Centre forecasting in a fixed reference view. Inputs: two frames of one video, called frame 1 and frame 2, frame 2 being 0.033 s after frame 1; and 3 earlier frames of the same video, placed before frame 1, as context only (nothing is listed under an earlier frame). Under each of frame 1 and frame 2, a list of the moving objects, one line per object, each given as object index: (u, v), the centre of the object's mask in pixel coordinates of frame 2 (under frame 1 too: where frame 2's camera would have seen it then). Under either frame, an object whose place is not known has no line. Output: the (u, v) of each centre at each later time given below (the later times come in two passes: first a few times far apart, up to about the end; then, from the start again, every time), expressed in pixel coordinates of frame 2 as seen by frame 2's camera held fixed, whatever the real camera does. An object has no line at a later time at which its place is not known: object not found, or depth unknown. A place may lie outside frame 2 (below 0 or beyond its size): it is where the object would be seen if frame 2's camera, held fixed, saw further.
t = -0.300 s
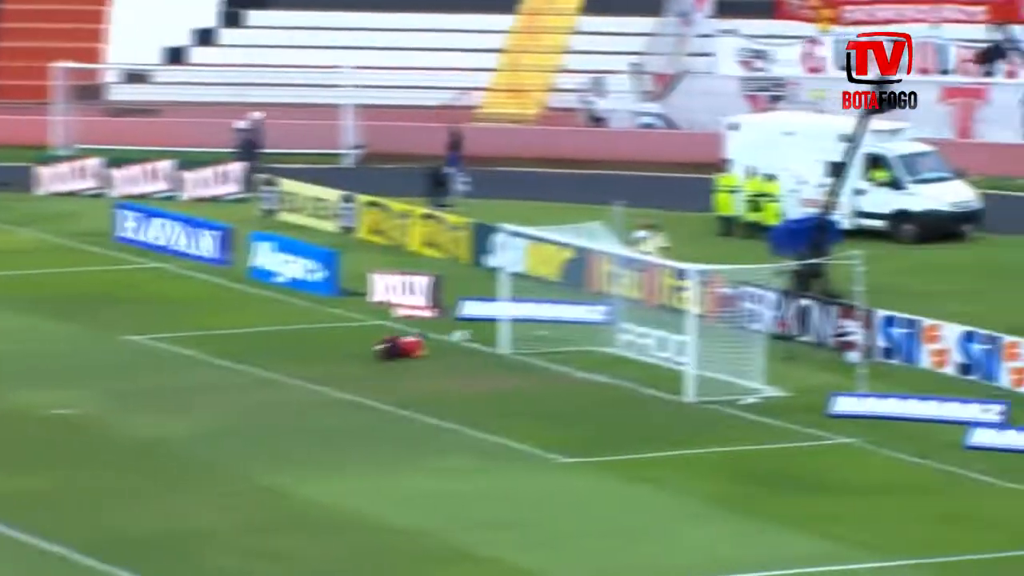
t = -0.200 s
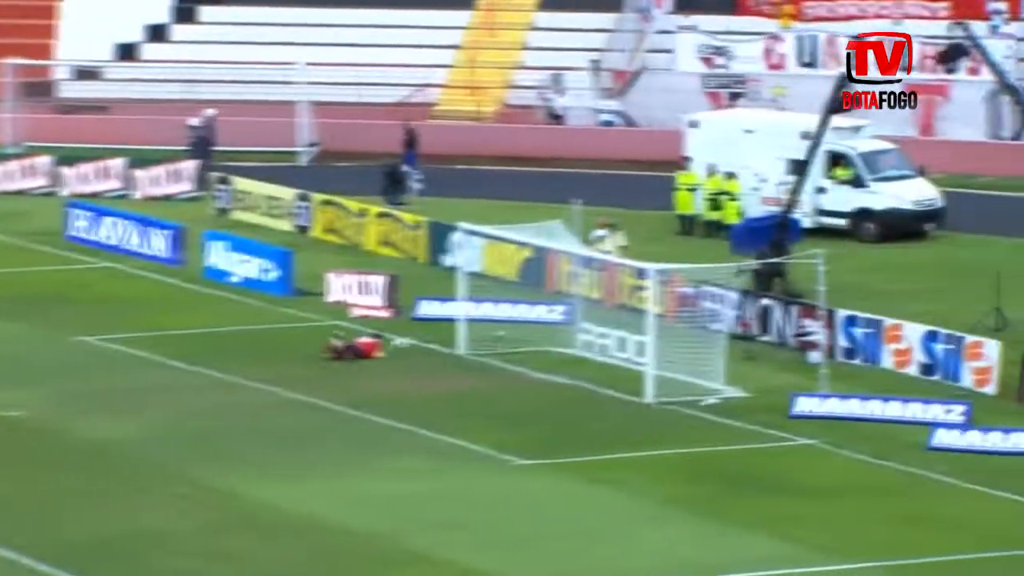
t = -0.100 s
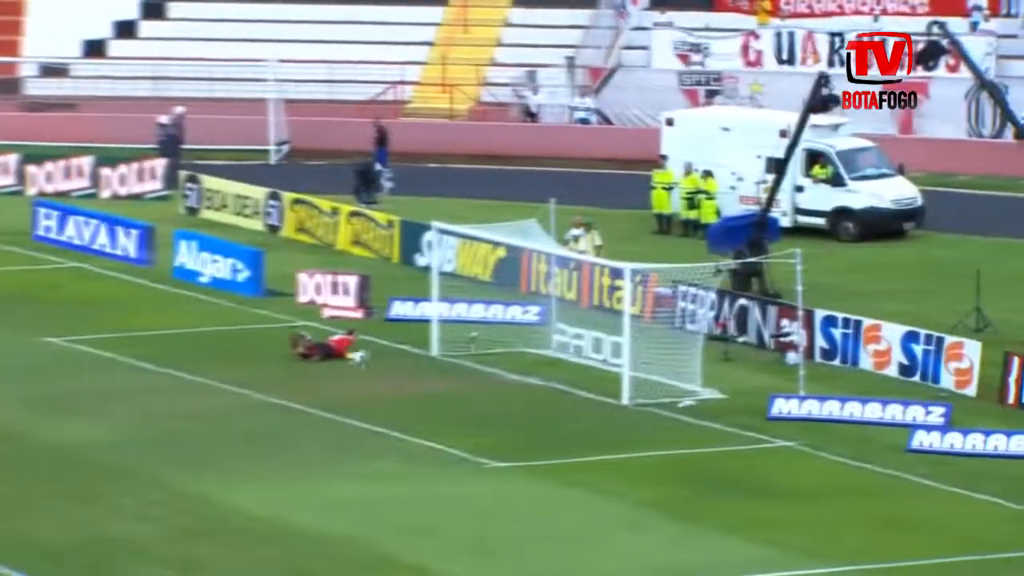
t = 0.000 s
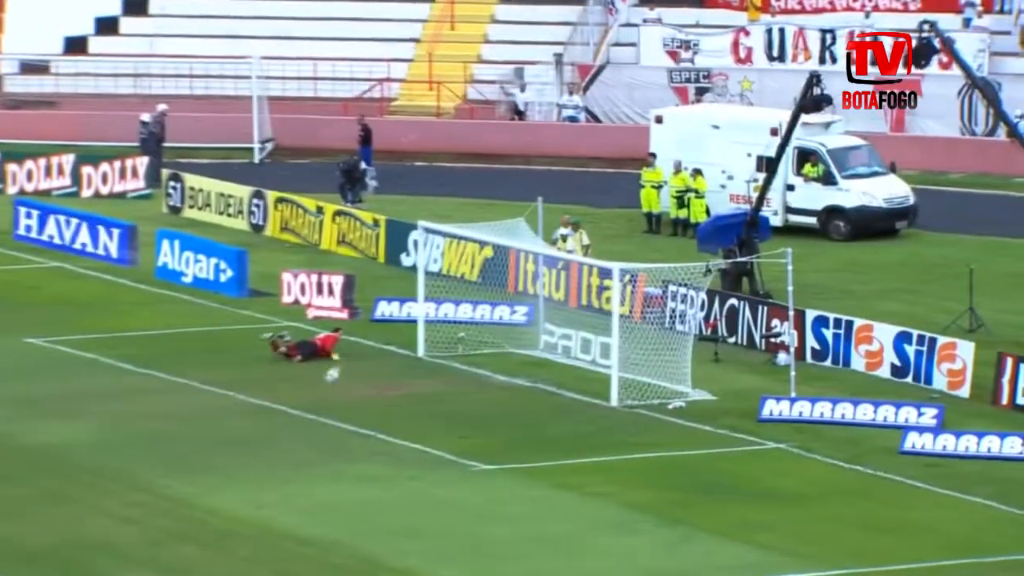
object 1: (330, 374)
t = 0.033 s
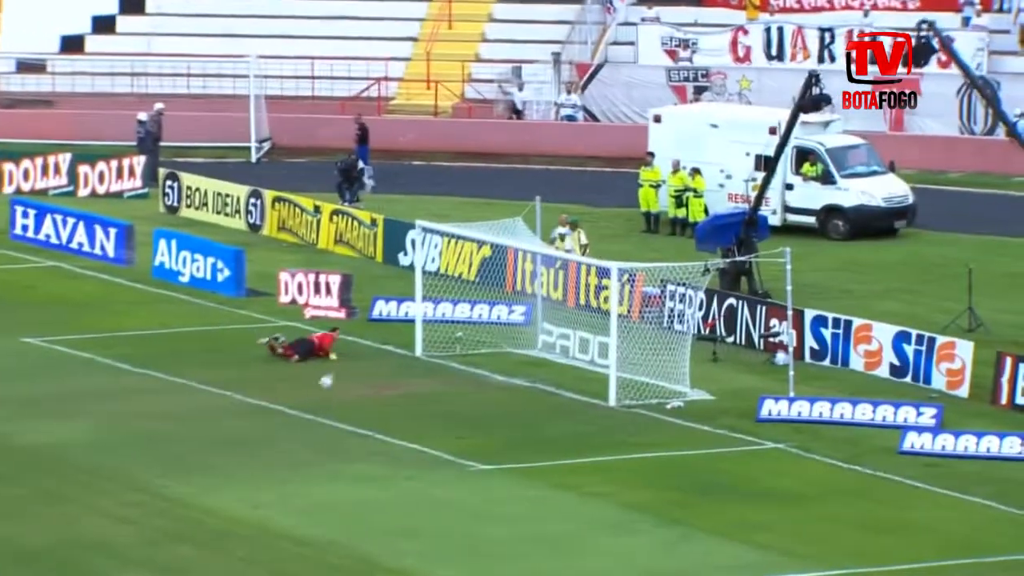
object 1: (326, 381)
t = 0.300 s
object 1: (303, 434)
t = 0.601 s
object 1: (289, 467)
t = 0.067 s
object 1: (322, 389)
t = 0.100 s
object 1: (319, 397)
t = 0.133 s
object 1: (316, 405)
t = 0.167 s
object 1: (313, 414)
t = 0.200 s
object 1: (309, 425)
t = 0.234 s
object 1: (307, 434)
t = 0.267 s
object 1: (304, 435)
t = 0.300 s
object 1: (303, 434)
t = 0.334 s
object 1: (301, 436)
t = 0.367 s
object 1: (299, 437)
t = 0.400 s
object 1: (297, 439)
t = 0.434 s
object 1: (295, 442)
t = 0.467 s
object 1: (294, 445)
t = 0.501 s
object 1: (293, 450)
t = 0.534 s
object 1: (291, 455)
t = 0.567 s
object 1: (290, 460)
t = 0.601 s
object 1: (289, 467)
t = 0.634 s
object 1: (288, 474)
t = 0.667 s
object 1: (287, 476)
